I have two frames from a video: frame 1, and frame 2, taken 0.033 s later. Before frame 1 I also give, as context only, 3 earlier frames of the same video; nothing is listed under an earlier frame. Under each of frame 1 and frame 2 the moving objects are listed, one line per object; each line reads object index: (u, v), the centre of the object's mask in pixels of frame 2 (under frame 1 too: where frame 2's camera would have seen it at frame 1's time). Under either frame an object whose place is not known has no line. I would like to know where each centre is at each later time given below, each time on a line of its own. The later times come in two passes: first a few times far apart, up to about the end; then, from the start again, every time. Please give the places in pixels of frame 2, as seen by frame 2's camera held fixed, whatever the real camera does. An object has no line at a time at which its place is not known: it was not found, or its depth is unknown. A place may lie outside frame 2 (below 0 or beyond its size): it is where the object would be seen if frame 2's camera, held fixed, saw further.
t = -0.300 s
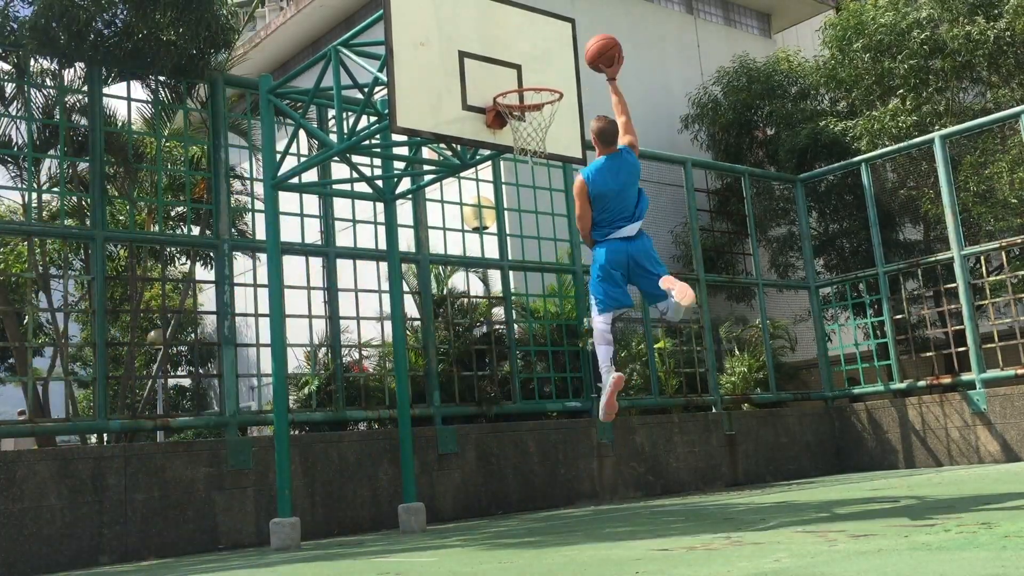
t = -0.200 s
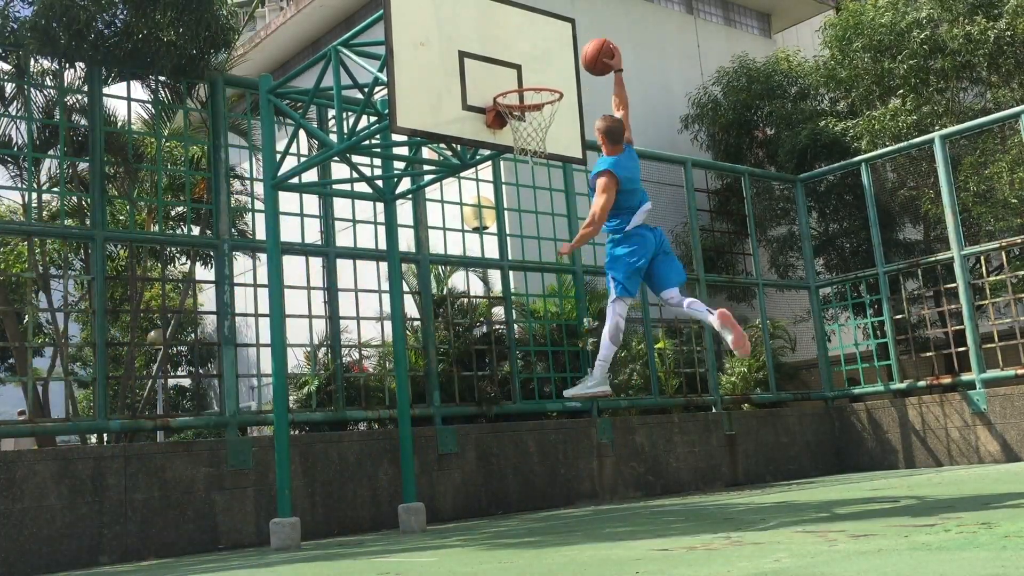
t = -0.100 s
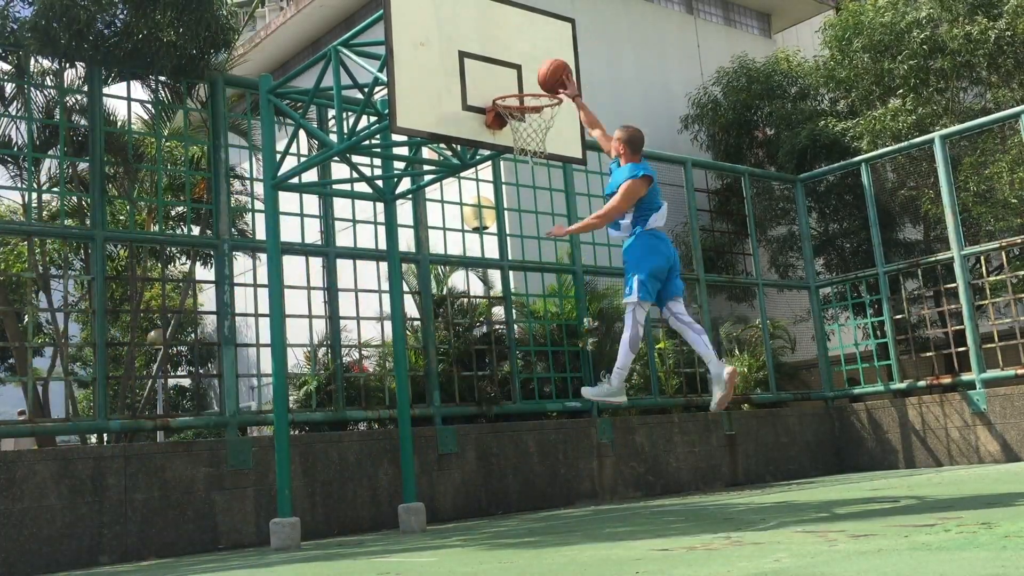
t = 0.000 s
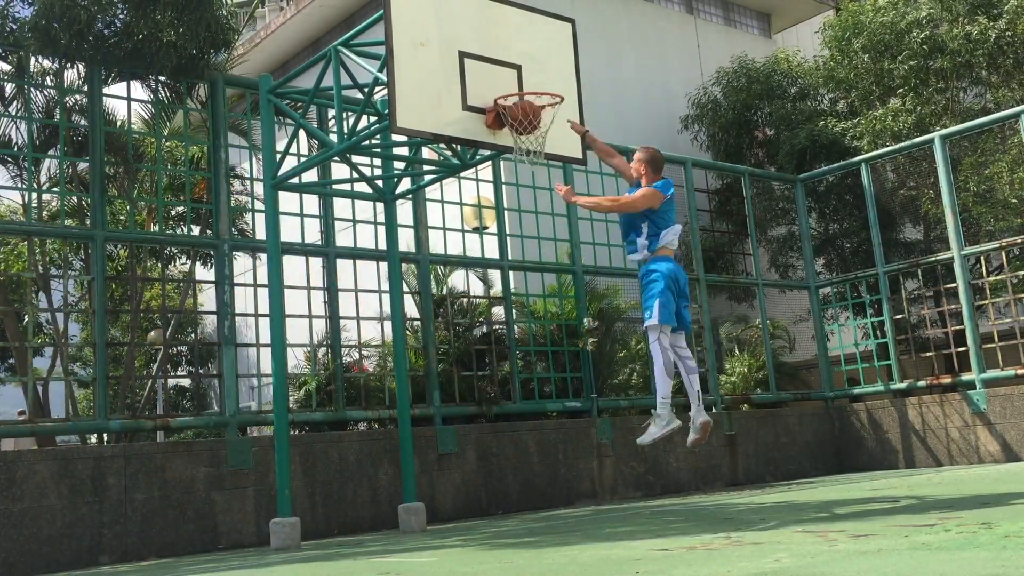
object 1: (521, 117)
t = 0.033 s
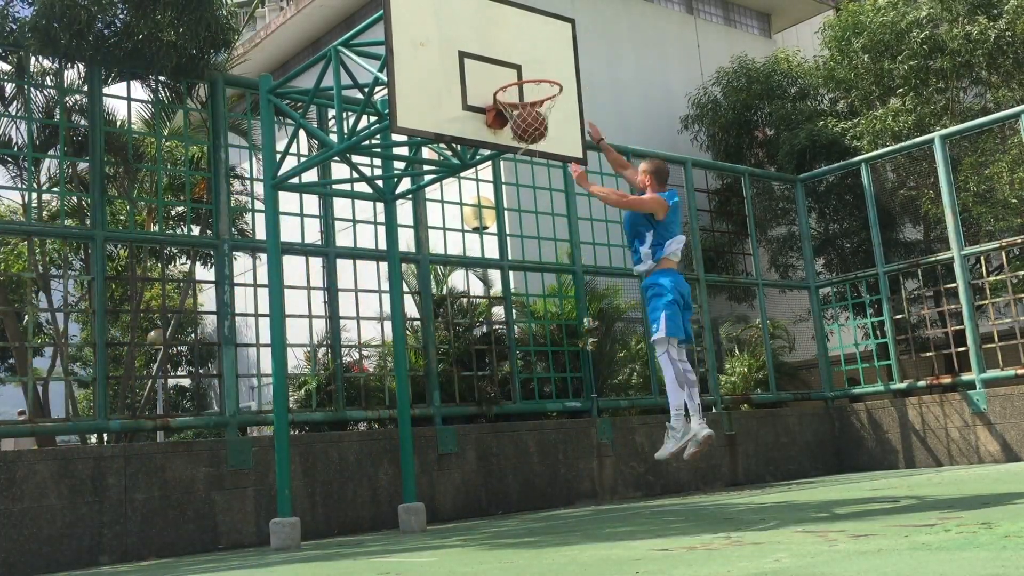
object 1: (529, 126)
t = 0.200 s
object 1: (561, 165)
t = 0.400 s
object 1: (611, 277)
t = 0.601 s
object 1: (680, 488)
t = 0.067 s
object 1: (536, 136)
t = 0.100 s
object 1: (541, 137)
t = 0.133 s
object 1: (547, 144)
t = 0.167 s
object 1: (554, 154)
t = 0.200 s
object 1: (561, 165)
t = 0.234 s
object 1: (568, 178)
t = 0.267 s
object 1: (576, 194)
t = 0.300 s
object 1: (584, 211)
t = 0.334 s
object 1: (593, 231)
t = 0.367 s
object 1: (602, 253)
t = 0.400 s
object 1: (611, 277)
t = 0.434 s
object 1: (621, 304)
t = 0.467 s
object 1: (632, 334)
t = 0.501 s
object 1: (643, 368)
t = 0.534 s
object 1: (655, 404)
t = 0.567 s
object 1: (667, 444)
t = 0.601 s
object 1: (680, 488)
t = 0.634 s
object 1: (692, 510)
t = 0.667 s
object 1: (696, 472)
